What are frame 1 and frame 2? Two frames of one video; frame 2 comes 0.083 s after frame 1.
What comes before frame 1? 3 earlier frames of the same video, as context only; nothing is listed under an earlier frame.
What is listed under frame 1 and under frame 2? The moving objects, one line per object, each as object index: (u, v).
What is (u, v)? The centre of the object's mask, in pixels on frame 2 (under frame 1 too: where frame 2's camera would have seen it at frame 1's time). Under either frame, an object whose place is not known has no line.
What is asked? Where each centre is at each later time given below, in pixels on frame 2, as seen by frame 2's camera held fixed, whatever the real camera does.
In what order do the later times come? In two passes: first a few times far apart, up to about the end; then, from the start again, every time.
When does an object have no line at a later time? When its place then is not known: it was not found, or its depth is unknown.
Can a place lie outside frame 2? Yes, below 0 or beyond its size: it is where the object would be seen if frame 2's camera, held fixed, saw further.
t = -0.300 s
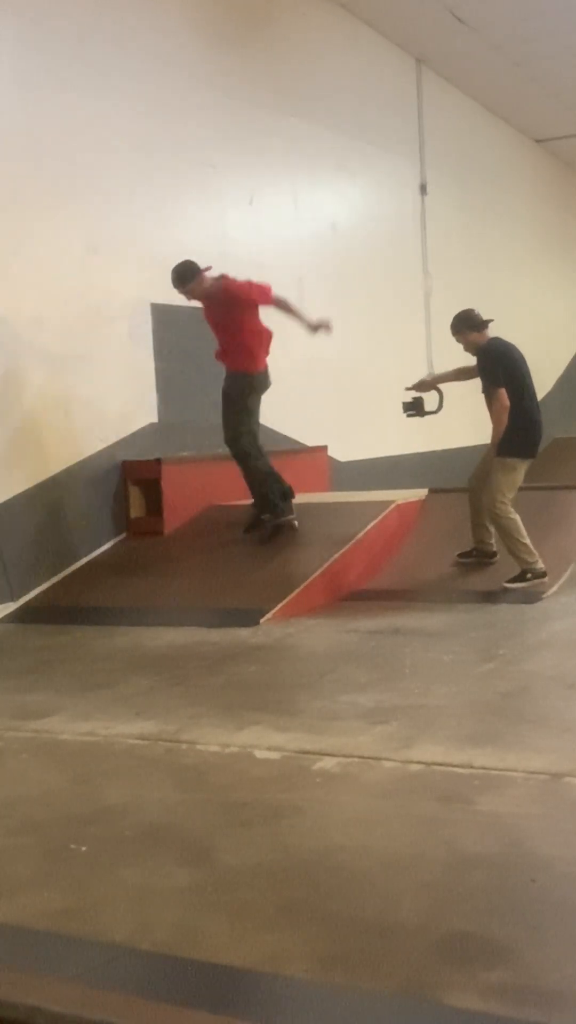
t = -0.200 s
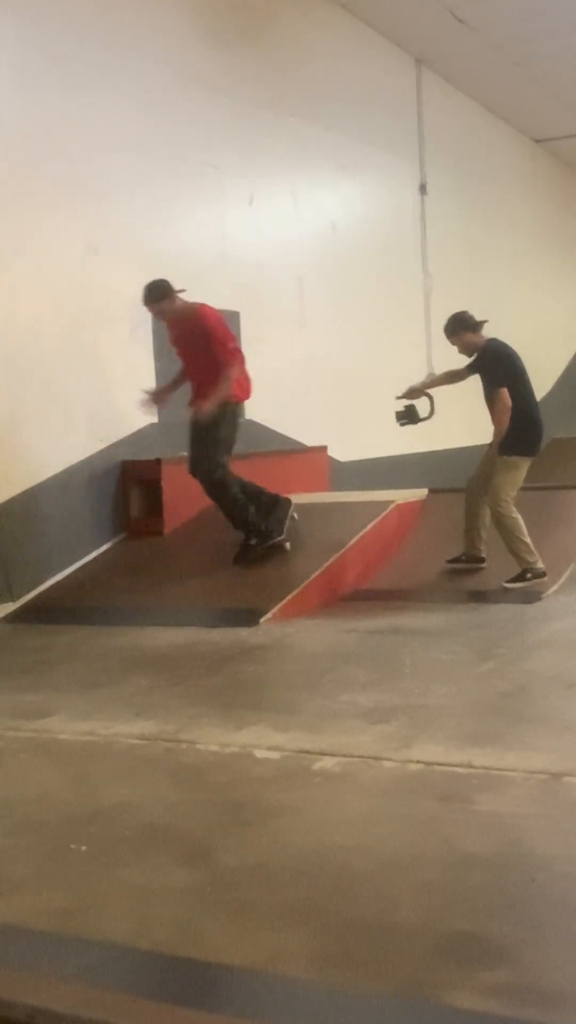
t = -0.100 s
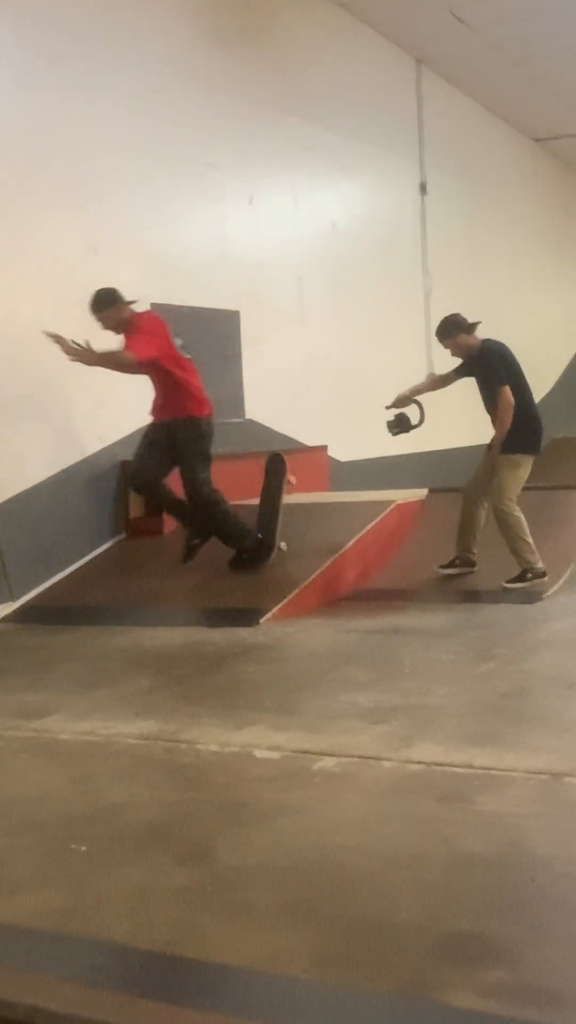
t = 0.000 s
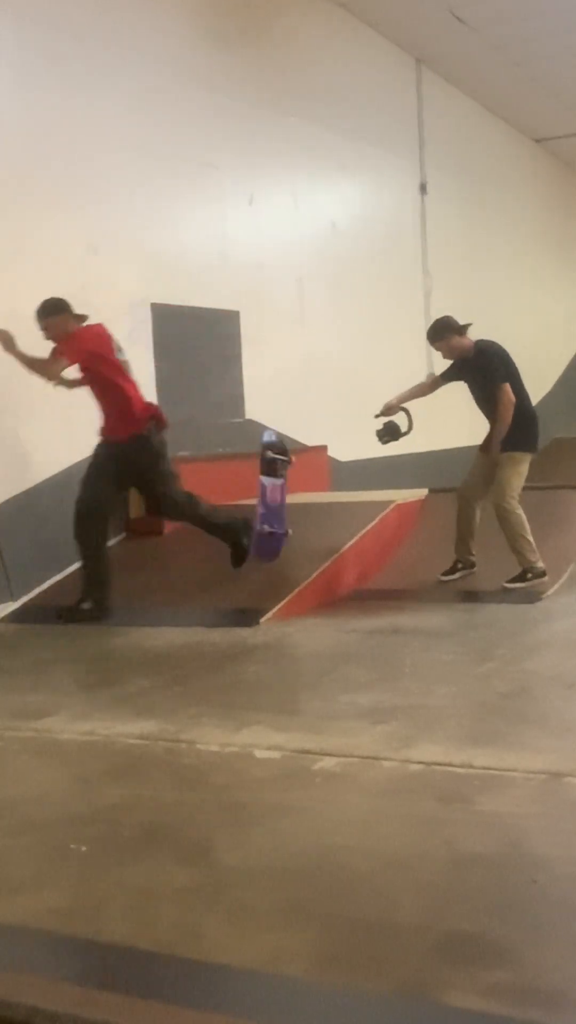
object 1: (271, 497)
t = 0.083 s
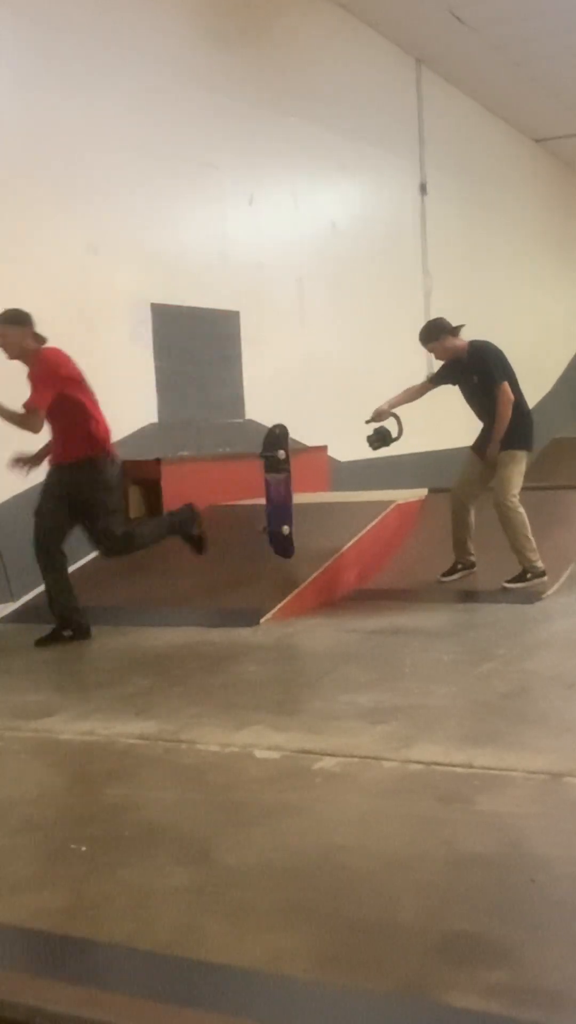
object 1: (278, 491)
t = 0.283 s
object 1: (278, 516)
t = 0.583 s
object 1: (276, 601)
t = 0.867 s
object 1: (241, 618)
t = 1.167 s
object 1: (201, 623)
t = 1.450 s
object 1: (160, 629)
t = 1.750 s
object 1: (113, 637)
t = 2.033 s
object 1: (70, 645)
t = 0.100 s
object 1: (279, 490)
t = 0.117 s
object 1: (279, 490)
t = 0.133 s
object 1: (277, 483)
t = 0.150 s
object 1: (282, 501)
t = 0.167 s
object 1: (282, 503)
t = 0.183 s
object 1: (282, 505)
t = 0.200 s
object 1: (282, 507)
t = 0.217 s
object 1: (281, 511)
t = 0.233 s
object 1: (280, 511)
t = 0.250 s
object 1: (279, 512)
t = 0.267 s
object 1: (278, 514)
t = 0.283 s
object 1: (278, 516)
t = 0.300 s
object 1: (278, 517)
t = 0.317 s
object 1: (277, 517)
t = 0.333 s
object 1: (272, 515)
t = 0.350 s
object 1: (268, 518)
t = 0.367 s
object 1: (268, 522)
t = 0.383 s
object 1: (269, 529)
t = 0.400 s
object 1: (269, 534)
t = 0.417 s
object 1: (269, 539)
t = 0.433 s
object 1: (269, 544)
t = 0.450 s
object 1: (269, 550)
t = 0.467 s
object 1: (271, 557)
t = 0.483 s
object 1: (276, 567)
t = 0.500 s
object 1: (285, 577)
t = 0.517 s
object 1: (285, 583)
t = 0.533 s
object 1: (279, 593)
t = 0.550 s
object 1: (276, 598)
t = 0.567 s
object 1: (276, 601)
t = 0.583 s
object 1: (276, 601)
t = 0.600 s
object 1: (271, 604)
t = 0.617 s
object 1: (267, 604)
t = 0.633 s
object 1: (269, 604)
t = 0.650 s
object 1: (271, 604)
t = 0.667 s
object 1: (269, 603)
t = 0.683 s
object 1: (262, 602)
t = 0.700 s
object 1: (261, 603)
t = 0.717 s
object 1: (269, 606)
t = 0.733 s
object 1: (264, 605)
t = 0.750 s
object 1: (263, 607)
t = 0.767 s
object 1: (258, 608)
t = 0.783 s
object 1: (256, 609)
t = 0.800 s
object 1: (251, 611)
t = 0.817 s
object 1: (252, 613)
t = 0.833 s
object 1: (248, 616)
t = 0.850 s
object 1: (246, 617)
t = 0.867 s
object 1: (241, 618)
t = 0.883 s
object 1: (240, 617)
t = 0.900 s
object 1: (237, 618)
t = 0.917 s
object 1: (236, 619)
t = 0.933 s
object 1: (232, 619)
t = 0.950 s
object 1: (230, 620)
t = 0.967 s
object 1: (229, 620)
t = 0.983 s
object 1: (227, 620)
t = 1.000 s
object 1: (223, 619)
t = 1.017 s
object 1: (223, 621)
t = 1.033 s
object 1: (220, 621)
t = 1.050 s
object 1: (217, 622)
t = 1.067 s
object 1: (216, 621)
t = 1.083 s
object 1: (214, 622)
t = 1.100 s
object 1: (212, 622)
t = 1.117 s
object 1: (211, 622)
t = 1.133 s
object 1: (209, 623)
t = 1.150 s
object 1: (204, 623)
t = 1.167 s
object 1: (201, 623)
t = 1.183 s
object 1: (200, 624)
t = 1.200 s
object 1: (198, 624)
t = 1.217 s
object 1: (194, 625)
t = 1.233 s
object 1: (191, 624)
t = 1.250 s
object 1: (190, 624)
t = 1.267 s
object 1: (187, 625)
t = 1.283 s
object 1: (185, 624)
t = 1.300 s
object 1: (181, 626)
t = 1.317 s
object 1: (180, 627)
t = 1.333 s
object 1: (178, 627)
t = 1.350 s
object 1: (176, 627)
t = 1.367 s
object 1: (173, 628)
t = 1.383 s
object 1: (171, 628)
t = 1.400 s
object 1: (168, 629)
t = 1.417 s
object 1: (165, 629)
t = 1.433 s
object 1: (163, 629)
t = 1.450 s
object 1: (160, 629)
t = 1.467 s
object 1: (157, 629)
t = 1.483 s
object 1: (156, 630)
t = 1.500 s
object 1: (154, 630)
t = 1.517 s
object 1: (150, 631)
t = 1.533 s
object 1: (148, 632)
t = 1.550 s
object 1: (146, 632)
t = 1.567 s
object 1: (142, 632)
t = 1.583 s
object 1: (140, 633)
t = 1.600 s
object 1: (136, 634)
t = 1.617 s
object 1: (135, 633)
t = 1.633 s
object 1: (132, 634)
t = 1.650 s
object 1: (130, 634)
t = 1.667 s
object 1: (127, 635)
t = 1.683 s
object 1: (124, 635)
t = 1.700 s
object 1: (122, 636)
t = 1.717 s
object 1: (120, 636)
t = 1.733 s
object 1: (117, 637)
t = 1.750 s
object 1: (113, 637)
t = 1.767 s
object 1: (110, 638)
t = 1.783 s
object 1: (109, 638)
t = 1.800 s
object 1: (107, 638)
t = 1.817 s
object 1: (104, 638)
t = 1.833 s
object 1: (100, 639)
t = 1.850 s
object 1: (99, 640)
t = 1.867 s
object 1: (96, 640)
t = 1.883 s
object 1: (93, 640)
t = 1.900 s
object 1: (90, 641)
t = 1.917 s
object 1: (89, 641)
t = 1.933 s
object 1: (86, 642)
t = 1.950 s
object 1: (83, 642)
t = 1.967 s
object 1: (81, 643)
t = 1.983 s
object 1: (78, 643)
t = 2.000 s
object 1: (75, 644)
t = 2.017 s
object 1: (73, 644)
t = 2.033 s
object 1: (70, 645)
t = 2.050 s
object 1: (67, 644)
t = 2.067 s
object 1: (65, 645)
